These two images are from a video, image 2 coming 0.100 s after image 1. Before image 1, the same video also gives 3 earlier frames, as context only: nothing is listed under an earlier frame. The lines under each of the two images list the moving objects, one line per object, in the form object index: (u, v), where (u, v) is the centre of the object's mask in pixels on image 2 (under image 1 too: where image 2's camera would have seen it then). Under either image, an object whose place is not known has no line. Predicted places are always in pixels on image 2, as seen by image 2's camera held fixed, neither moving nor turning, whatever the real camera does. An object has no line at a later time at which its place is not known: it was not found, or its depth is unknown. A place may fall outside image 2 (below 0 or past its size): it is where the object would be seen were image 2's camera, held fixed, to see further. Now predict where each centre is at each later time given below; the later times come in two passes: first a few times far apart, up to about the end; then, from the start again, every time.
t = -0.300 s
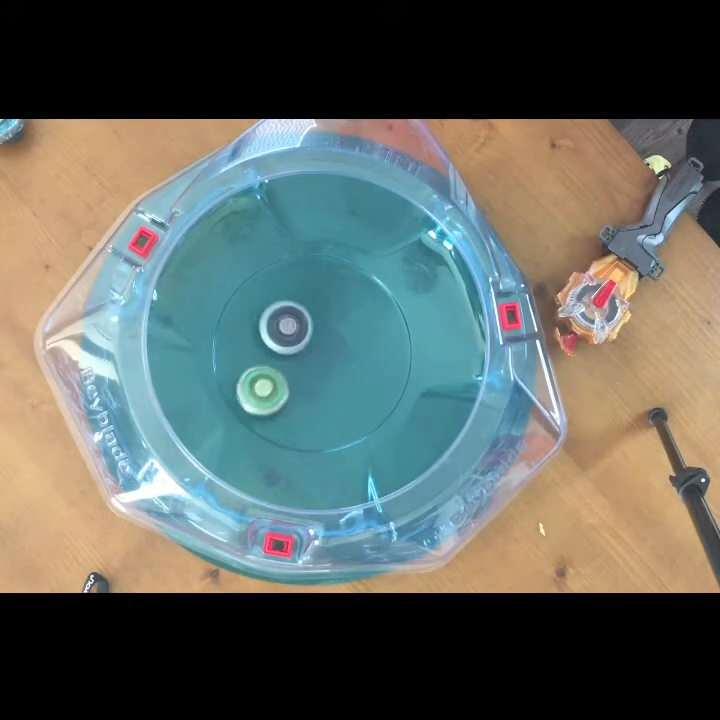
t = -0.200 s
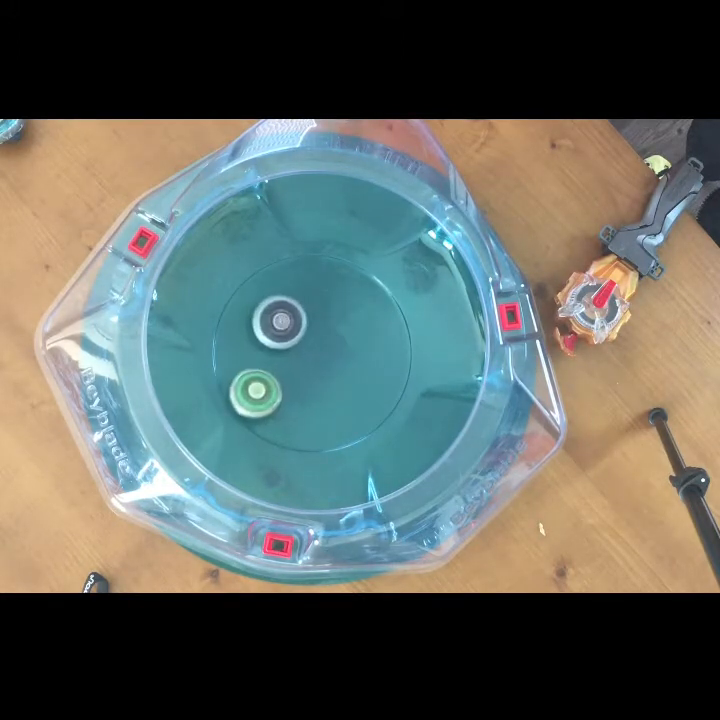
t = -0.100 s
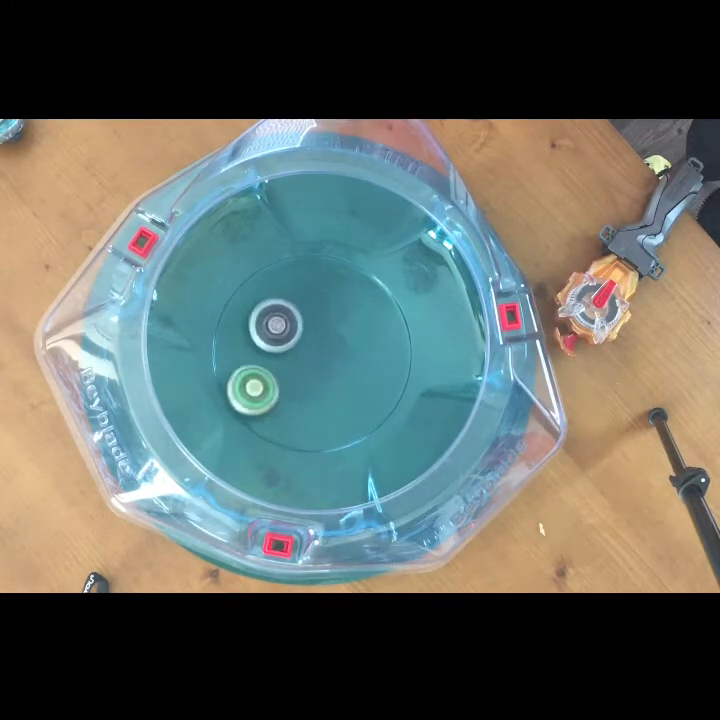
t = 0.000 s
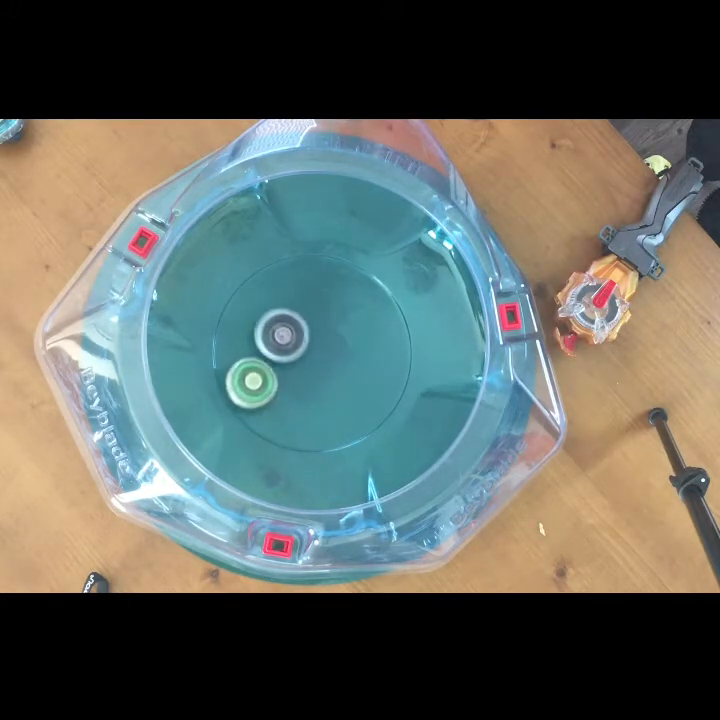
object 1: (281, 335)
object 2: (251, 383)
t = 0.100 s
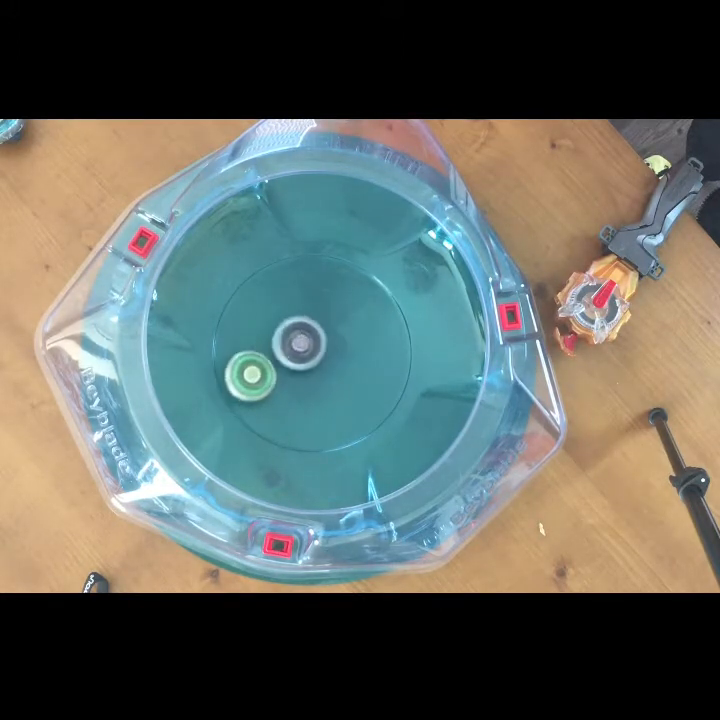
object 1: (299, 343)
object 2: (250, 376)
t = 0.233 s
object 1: (327, 343)
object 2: (254, 364)
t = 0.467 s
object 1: (345, 326)
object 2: (275, 348)
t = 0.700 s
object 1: (342, 335)
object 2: (278, 343)
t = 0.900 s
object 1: (355, 359)
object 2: (266, 336)
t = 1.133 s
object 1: (356, 373)
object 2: (279, 348)
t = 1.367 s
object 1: (332, 385)
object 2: (278, 348)
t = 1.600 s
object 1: (319, 397)
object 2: (278, 353)
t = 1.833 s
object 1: (321, 390)
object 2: (285, 338)
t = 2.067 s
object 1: (312, 376)
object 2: (301, 315)
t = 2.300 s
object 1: (312, 369)
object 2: (321, 316)
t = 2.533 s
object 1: (302, 361)
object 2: (337, 317)
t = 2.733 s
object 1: (299, 362)
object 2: (334, 319)
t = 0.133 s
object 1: (306, 344)
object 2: (250, 373)
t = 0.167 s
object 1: (313, 344)
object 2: (251, 370)
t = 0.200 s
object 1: (320, 345)
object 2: (252, 367)
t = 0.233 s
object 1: (327, 343)
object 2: (254, 364)
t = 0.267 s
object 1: (333, 342)
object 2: (256, 361)
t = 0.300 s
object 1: (338, 339)
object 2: (259, 358)
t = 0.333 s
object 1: (343, 337)
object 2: (261, 356)
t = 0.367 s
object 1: (346, 333)
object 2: (264, 353)
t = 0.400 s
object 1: (347, 330)
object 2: (268, 351)
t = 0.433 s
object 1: (347, 327)
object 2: (271, 349)
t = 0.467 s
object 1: (345, 326)
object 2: (275, 348)
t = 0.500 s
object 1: (343, 325)
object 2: (279, 346)
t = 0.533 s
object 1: (340, 326)
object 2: (282, 346)
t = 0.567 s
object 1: (336, 327)
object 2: (286, 345)
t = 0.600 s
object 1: (338, 329)
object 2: (282, 344)
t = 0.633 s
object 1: (340, 331)
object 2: (278, 343)
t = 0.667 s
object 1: (341, 333)
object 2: (277, 343)
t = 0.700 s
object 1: (342, 335)
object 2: (278, 343)
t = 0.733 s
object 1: (342, 337)
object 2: (280, 342)
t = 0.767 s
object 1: (341, 340)
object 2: (283, 342)
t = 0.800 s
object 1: (341, 343)
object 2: (286, 342)
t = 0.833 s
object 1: (347, 350)
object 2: (277, 339)
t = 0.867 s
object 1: (351, 355)
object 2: (270, 337)
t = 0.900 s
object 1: (355, 359)
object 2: (266, 336)
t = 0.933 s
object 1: (358, 362)
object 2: (265, 336)
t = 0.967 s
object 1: (360, 365)
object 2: (267, 337)
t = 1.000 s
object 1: (361, 368)
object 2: (269, 340)
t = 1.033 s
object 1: (361, 370)
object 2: (271, 342)
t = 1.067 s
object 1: (361, 372)
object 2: (274, 344)
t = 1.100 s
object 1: (358, 372)
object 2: (277, 346)
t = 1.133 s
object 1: (356, 373)
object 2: (279, 348)
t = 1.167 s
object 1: (352, 374)
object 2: (282, 350)
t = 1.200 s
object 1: (348, 374)
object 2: (284, 353)
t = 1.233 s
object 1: (343, 374)
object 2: (286, 355)
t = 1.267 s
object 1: (339, 376)
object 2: (286, 355)
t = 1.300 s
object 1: (338, 380)
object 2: (281, 351)
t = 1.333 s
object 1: (335, 383)
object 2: (279, 348)
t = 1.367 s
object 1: (332, 385)
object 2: (278, 348)
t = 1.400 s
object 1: (329, 388)
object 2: (278, 349)
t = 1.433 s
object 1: (325, 390)
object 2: (278, 351)
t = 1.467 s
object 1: (322, 391)
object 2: (279, 354)
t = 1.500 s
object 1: (320, 393)
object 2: (279, 356)
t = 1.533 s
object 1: (319, 395)
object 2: (277, 354)
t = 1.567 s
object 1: (319, 396)
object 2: (277, 352)
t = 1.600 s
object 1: (319, 397)
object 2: (278, 353)
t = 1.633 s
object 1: (318, 396)
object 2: (280, 354)
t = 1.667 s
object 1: (318, 395)
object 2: (282, 355)
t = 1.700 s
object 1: (319, 397)
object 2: (281, 349)
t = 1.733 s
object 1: (319, 397)
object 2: (281, 343)
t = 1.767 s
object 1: (321, 395)
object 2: (283, 339)
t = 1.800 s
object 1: (321, 393)
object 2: (284, 338)
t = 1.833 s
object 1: (321, 390)
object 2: (285, 338)
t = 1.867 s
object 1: (320, 386)
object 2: (285, 337)
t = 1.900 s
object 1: (319, 381)
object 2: (287, 336)
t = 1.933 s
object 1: (318, 377)
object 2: (288, 336)
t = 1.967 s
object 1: (316, 374)
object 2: (288, 334)
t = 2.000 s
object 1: (314, 375)
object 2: (292, 325)
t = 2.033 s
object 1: (312, 376)
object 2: (295, 319)
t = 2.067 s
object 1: (312, 376)
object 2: (301, 315)
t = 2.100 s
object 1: (312, 377)
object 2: (305, 313)
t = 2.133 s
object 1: (312, 377)
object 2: (308, 313)
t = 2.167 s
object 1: (313, 375)
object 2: (312, 313)
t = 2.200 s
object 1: (313, 374)
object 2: (315, 314)
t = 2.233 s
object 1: (312, 373)
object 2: (317, 315)
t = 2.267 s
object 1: (313, 371)
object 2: (320, 315)
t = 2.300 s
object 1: (312, 369)
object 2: (321, 316)
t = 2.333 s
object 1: (313, 367)
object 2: (322, 317)
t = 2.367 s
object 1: (312, 365)
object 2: (322, 317)
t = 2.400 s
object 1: (312, 361)
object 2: (323, 318)
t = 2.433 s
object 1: (310, 360)
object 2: (326, 317)
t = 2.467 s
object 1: (307, 360)
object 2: (331, 317)
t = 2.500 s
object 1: (304, 360)
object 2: (335, 317)
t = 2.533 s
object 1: (302, 361)
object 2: (337, 317)
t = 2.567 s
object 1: (302, 361)
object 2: (338, 315)
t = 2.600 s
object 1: (300, 362)
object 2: (338, 315)
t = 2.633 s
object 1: (300, 362)
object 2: (338, 315)
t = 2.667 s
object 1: (299, 362)
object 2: (337, 316)
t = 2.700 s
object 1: (299, 362)
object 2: (336, 318)
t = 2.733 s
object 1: (299, 362)
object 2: (334, 319)
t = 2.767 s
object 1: (299, 362)
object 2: (331, 320)
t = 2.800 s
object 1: (300, 361)
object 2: (329, 321)
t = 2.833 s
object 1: (301, 360)
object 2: (327, 320)
